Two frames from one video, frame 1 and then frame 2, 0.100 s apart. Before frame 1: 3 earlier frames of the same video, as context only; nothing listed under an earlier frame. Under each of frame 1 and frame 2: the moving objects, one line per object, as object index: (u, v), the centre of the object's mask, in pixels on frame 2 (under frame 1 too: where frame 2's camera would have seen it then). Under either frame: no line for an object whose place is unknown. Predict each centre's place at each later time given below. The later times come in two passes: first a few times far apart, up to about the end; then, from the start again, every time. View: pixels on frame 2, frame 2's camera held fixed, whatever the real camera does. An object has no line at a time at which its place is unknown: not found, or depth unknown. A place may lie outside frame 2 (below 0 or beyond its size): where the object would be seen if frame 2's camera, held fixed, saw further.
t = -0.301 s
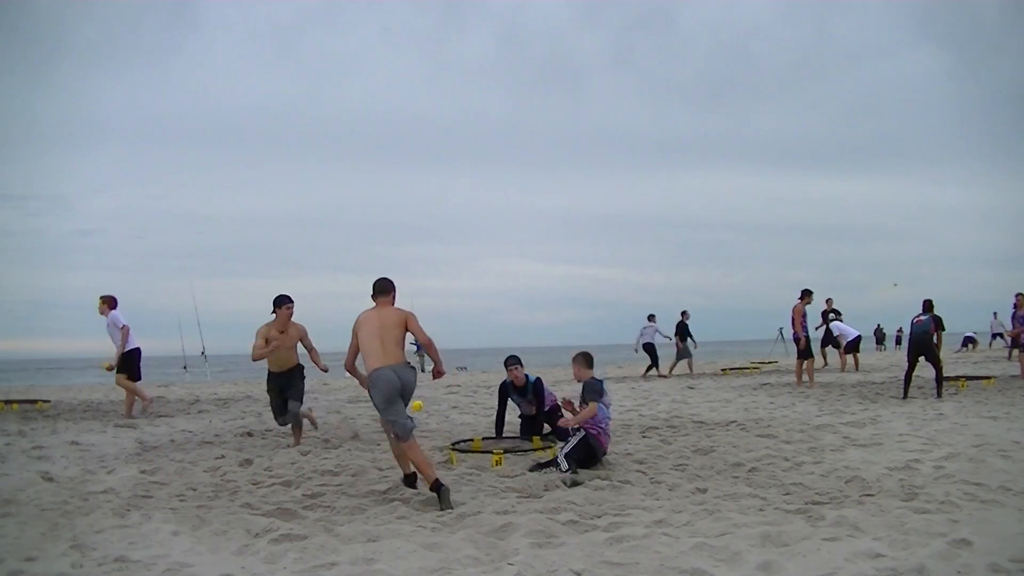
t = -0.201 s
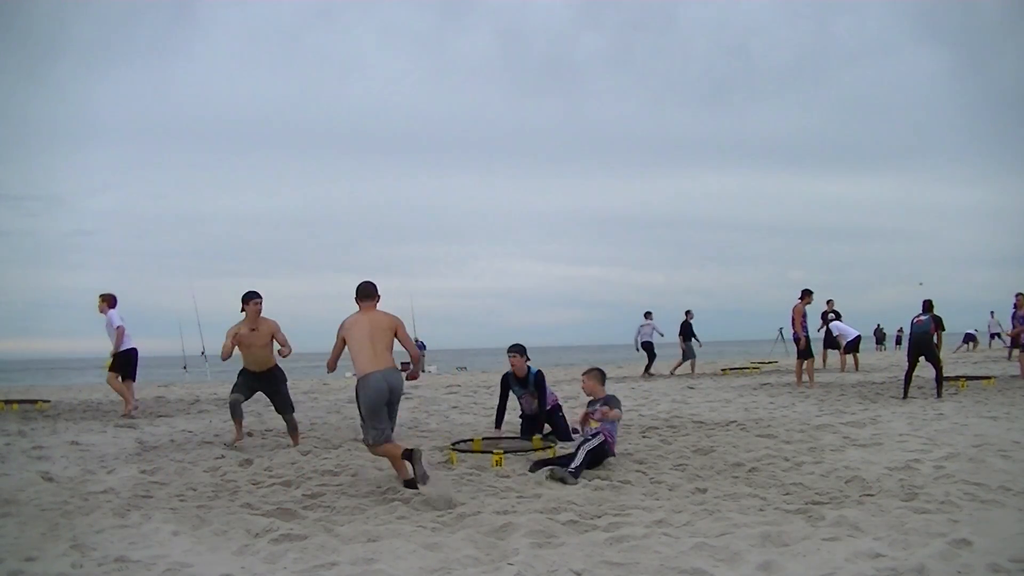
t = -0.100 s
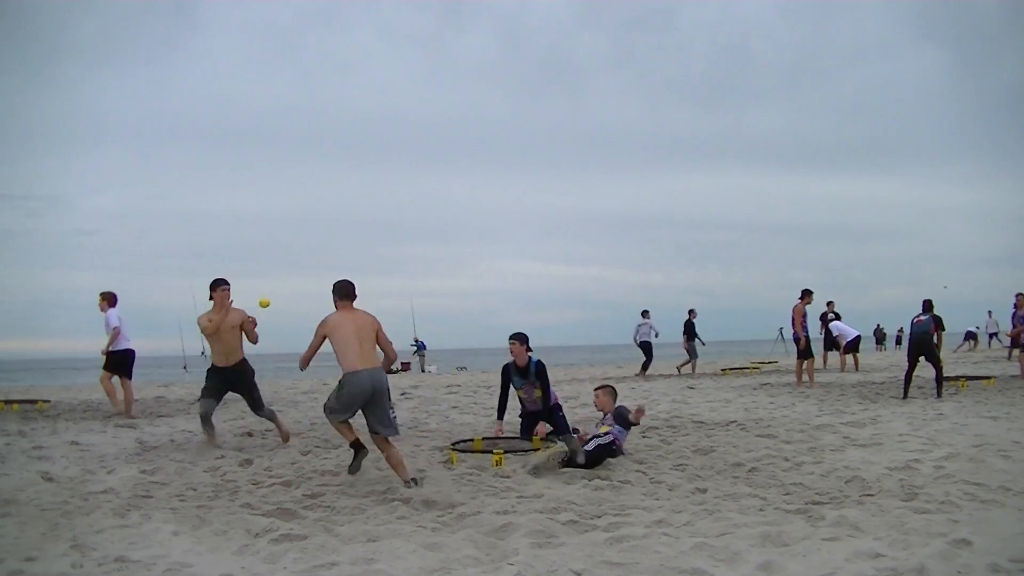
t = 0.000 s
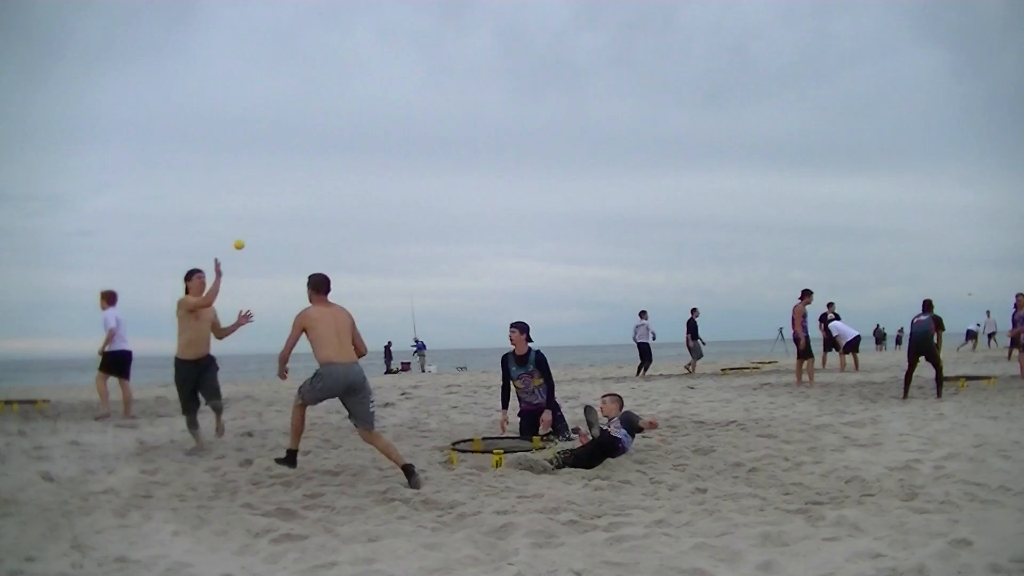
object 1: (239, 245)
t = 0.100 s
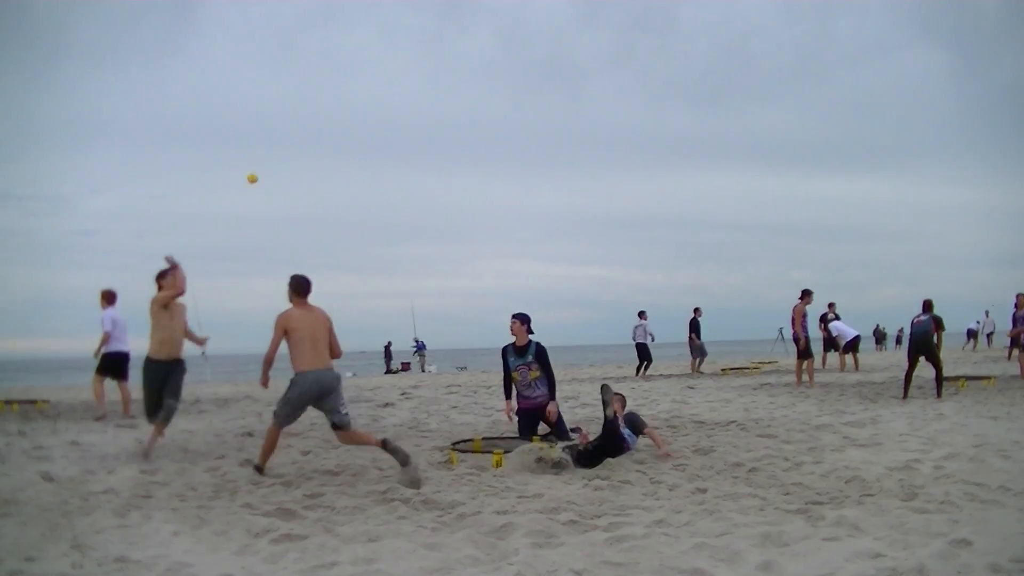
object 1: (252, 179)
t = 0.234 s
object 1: (271, 107)
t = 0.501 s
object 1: (310, 24)
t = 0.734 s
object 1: (347, 18)
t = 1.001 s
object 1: (396, 95)
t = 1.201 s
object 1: (439, 217)
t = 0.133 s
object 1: (257, 159)
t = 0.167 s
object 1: (261, 140)
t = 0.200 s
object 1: (266, 123)
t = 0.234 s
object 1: (271, 107)
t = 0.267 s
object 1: (276, 92)
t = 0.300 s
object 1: (280, 79)
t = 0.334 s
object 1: (285, 66)
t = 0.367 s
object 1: (290, 56)
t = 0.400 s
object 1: (295, 46)
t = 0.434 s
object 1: (300, 37)
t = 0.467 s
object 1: (305, 30)
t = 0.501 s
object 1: (310, 24)
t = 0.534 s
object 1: (315, 20)
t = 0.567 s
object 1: (320, 16)
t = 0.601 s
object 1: (325, 14)
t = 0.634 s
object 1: (330, 13)
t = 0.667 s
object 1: (335, 14)
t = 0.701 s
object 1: (341, 15)
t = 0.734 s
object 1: (347, 18)
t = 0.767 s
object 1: (352, 23)
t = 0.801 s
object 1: (358, 29)
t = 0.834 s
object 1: (364, 36)
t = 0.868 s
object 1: (370, 45)
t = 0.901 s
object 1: (376, 55)
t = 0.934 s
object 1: (383, 67)
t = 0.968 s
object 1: (389, 80)
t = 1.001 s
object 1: (396, 95)
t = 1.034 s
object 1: (402, 110)
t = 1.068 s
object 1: (409, 129)
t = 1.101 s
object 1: (416, 148)
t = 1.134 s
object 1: (424, 169)
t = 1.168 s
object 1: (431, 192)
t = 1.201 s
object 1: (439, 217)
